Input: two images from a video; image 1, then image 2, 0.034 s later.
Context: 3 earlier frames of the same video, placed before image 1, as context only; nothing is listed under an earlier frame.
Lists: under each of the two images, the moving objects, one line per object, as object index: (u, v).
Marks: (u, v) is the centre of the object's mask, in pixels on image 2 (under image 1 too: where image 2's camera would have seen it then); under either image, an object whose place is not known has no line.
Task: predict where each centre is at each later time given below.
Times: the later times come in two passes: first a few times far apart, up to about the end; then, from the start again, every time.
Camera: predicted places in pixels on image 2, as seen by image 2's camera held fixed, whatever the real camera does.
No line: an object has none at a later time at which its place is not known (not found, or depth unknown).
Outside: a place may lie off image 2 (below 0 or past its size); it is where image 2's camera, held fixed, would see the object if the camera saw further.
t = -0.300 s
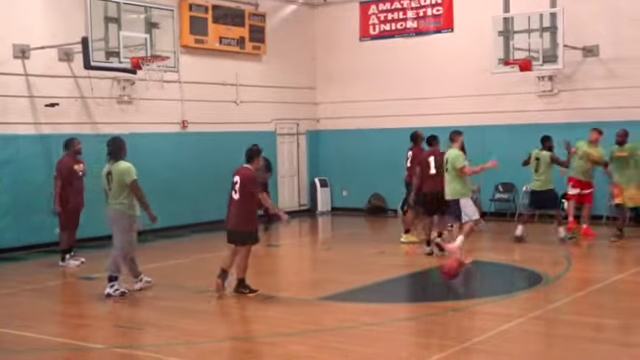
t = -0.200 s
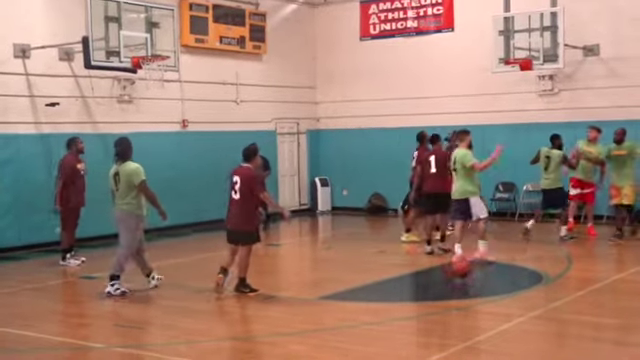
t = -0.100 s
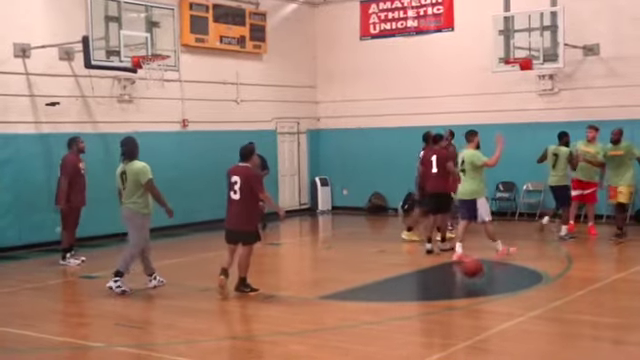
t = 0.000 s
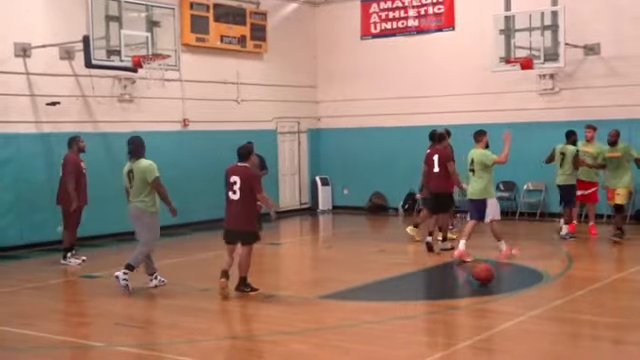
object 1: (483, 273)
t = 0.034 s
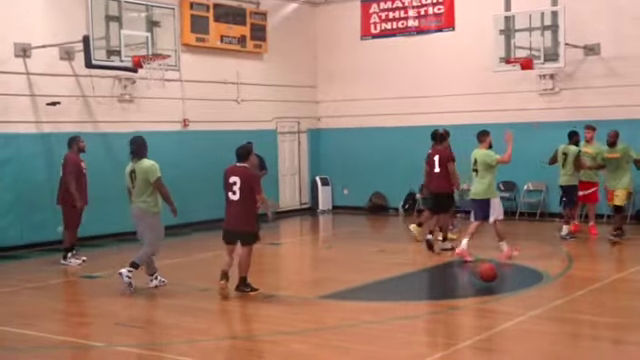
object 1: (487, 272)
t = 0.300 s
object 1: (515, 273)
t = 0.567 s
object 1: (548, 277)
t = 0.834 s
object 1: (577, 282)
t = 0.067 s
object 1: (489, 271)
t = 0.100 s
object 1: (493, 271)
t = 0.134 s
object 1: (498, 271)
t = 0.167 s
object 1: (501, 271)
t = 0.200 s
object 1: (505, 274)
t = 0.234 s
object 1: (509, 275)
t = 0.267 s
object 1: (513, 274)
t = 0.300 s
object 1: (515, 273)
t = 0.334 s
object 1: (520, 274)
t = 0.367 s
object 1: (526, 275)
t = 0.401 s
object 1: (529, 277)
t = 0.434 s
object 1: (533, 276)
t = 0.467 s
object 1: (536, 276)
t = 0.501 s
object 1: (539, 277)
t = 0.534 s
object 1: (544, 278)
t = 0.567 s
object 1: (548, 277)
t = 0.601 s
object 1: (552, 278)
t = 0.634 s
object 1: (555, 278)
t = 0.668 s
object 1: (557, 280)
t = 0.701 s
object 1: (562, 280)
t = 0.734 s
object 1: (566, 280)
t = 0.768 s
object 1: (570, 281)
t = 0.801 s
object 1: (574, 281)
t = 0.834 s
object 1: (577, 282)
